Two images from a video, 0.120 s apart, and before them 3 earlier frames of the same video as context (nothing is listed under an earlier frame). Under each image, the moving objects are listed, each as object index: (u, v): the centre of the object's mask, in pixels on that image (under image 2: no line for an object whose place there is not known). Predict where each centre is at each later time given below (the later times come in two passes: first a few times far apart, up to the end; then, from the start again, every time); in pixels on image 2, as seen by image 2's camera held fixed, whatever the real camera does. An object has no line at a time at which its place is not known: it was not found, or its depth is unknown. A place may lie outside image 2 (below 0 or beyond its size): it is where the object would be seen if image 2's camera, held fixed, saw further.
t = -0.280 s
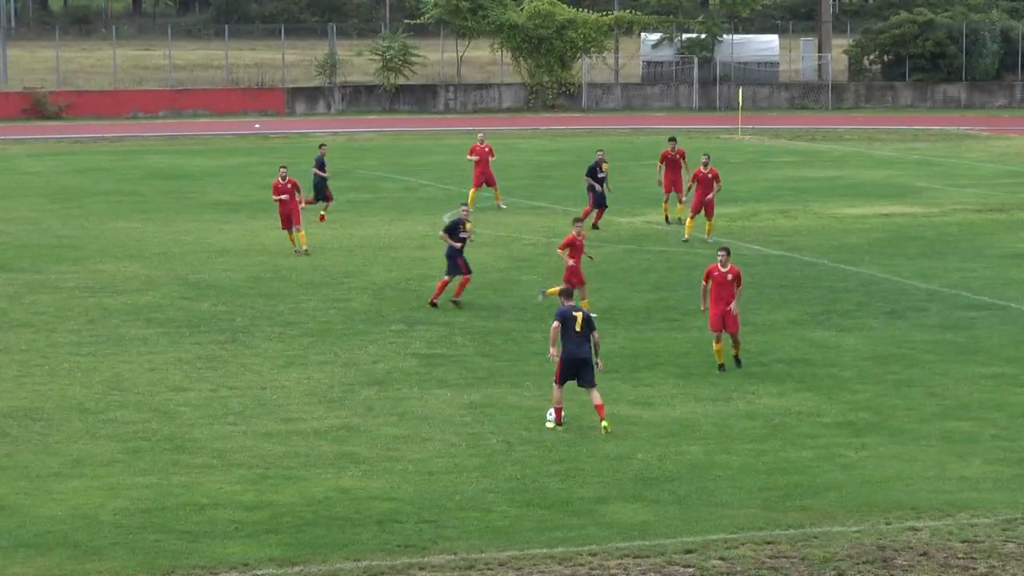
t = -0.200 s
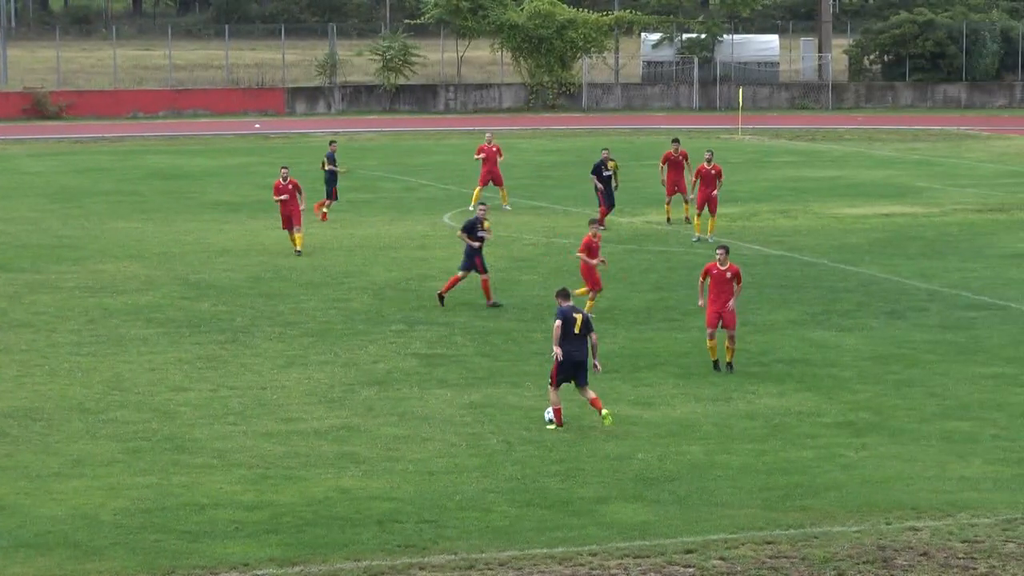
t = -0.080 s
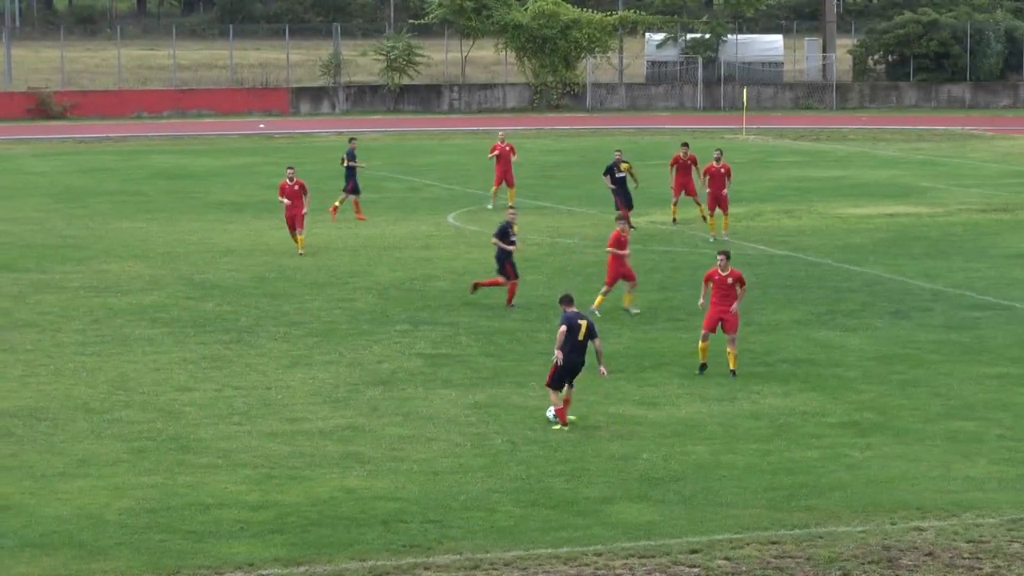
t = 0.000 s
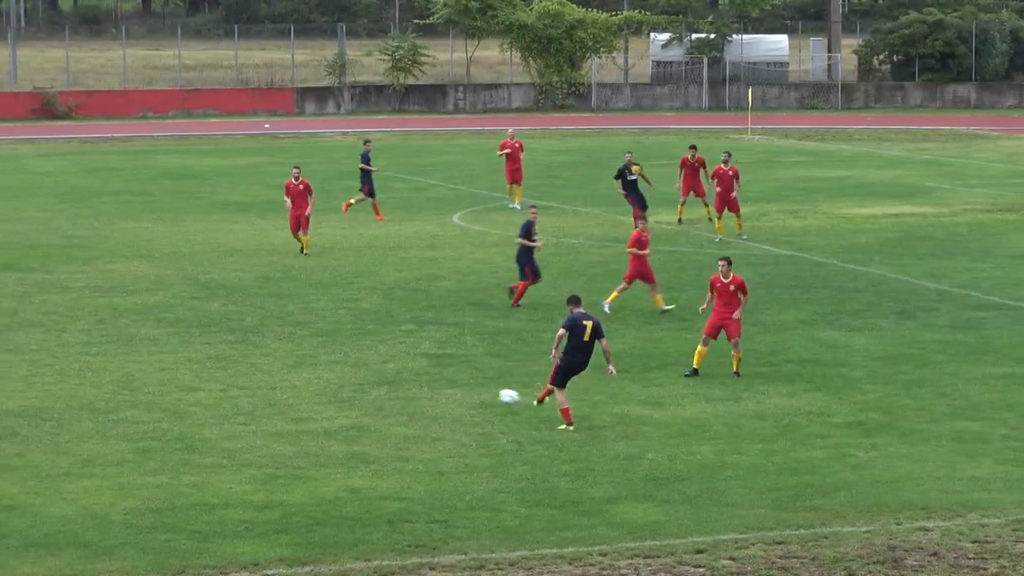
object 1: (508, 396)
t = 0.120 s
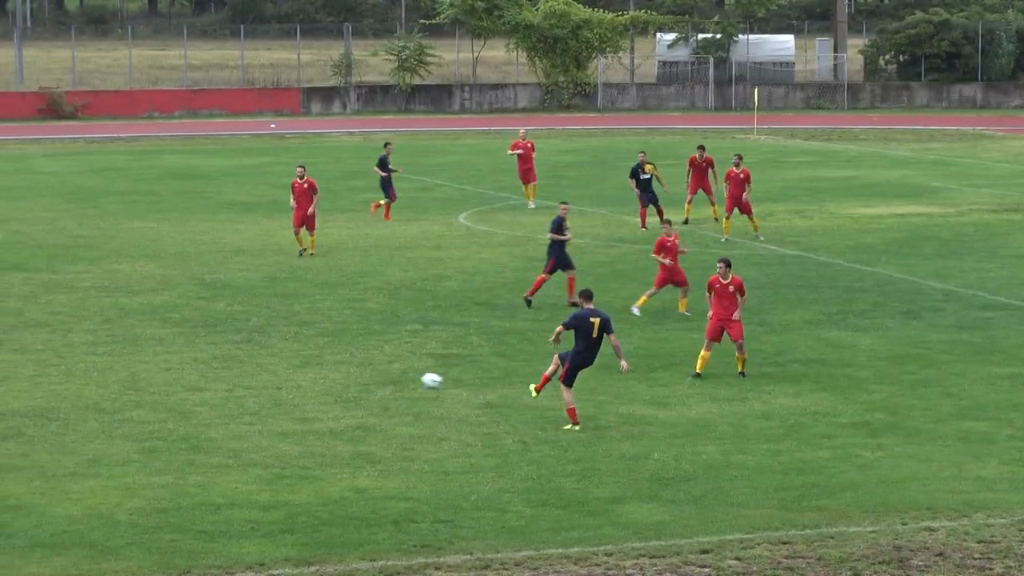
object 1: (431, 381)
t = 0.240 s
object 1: (353, 377)
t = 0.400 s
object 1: (263, 364)
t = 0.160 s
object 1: (405, 377)
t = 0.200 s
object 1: (378, 377)
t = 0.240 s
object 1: (353, 377)
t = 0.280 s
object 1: (329, 379)
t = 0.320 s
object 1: (306, 375)
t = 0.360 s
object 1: (284, 369)
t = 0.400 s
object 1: (263, 364)
